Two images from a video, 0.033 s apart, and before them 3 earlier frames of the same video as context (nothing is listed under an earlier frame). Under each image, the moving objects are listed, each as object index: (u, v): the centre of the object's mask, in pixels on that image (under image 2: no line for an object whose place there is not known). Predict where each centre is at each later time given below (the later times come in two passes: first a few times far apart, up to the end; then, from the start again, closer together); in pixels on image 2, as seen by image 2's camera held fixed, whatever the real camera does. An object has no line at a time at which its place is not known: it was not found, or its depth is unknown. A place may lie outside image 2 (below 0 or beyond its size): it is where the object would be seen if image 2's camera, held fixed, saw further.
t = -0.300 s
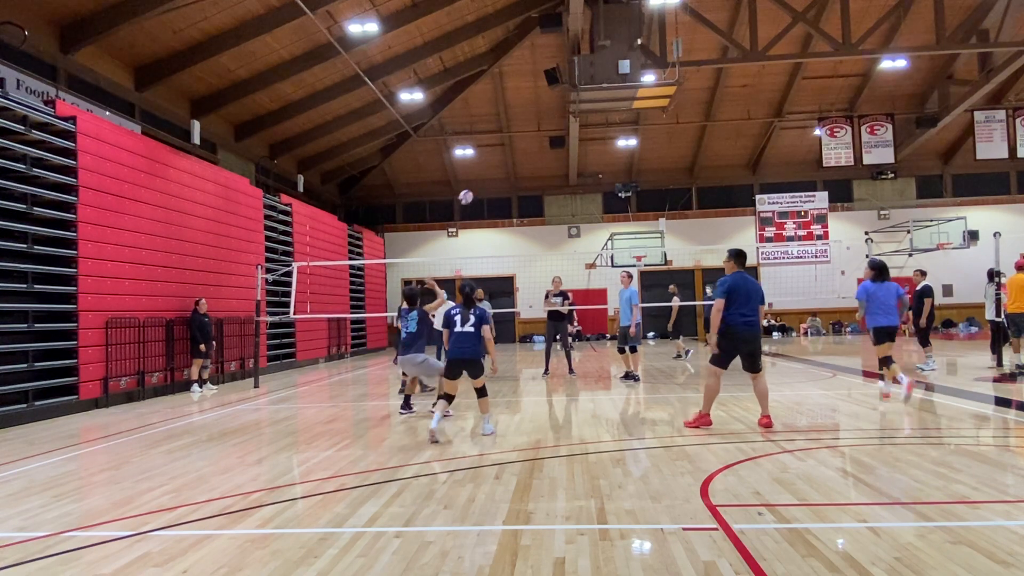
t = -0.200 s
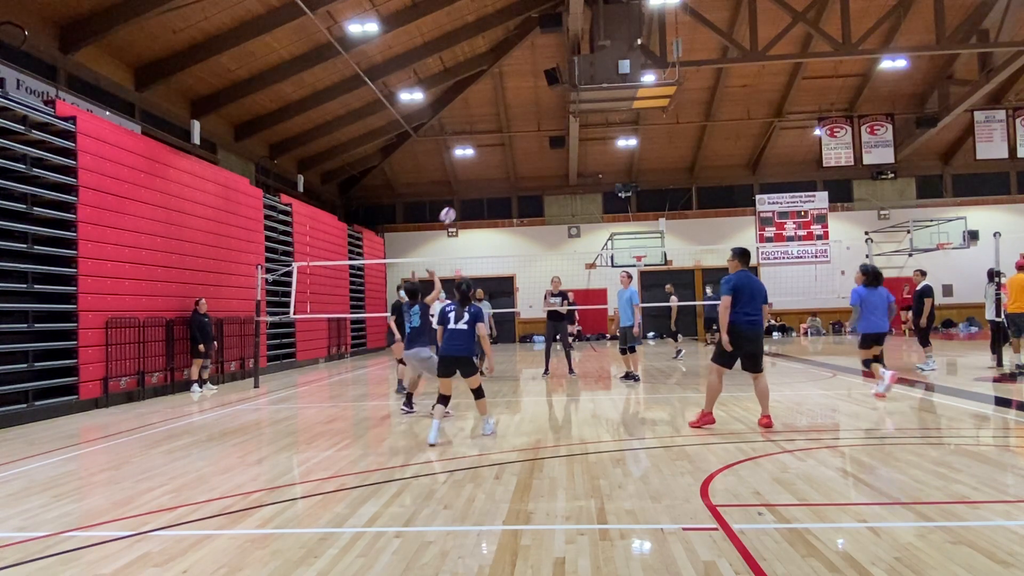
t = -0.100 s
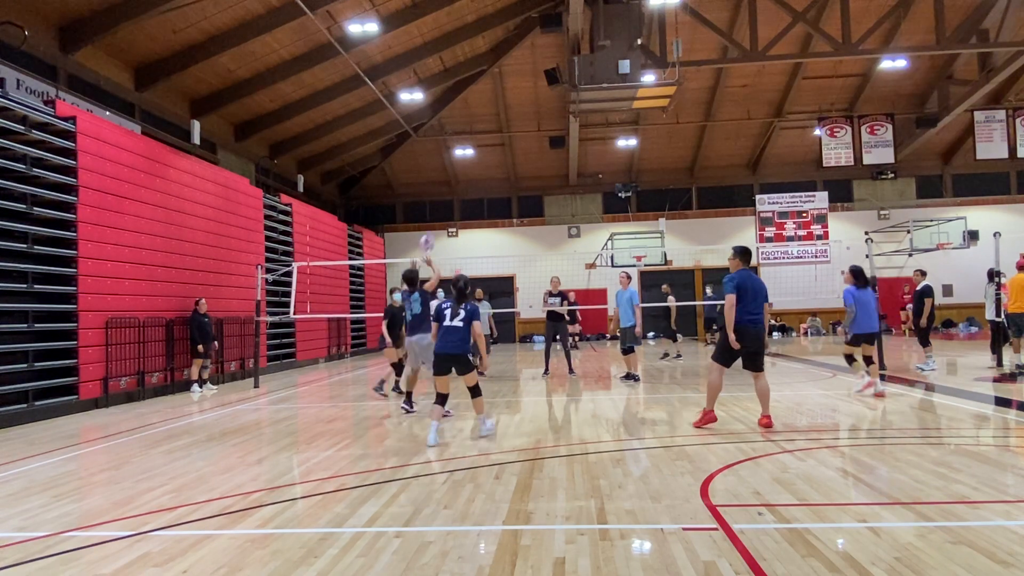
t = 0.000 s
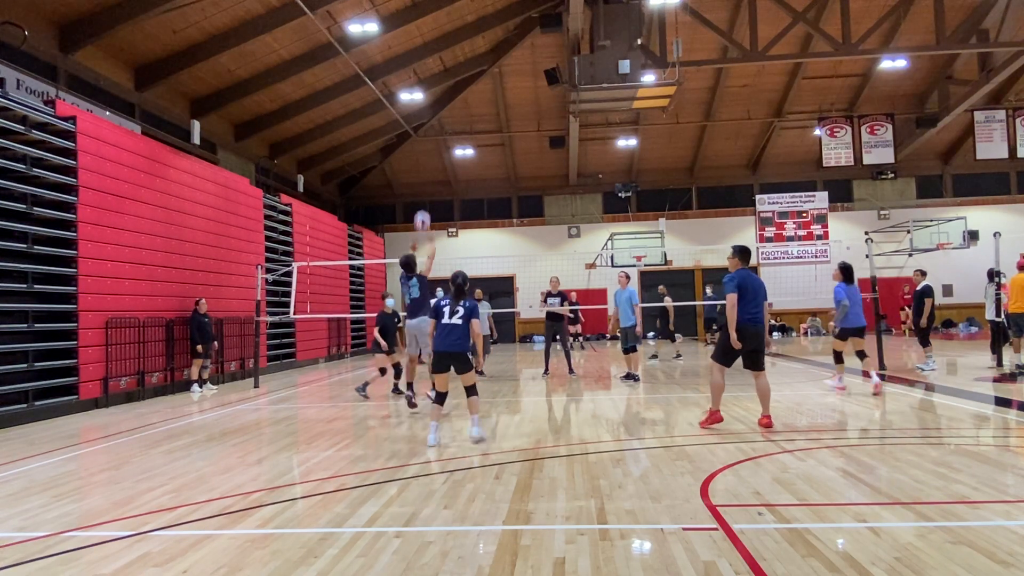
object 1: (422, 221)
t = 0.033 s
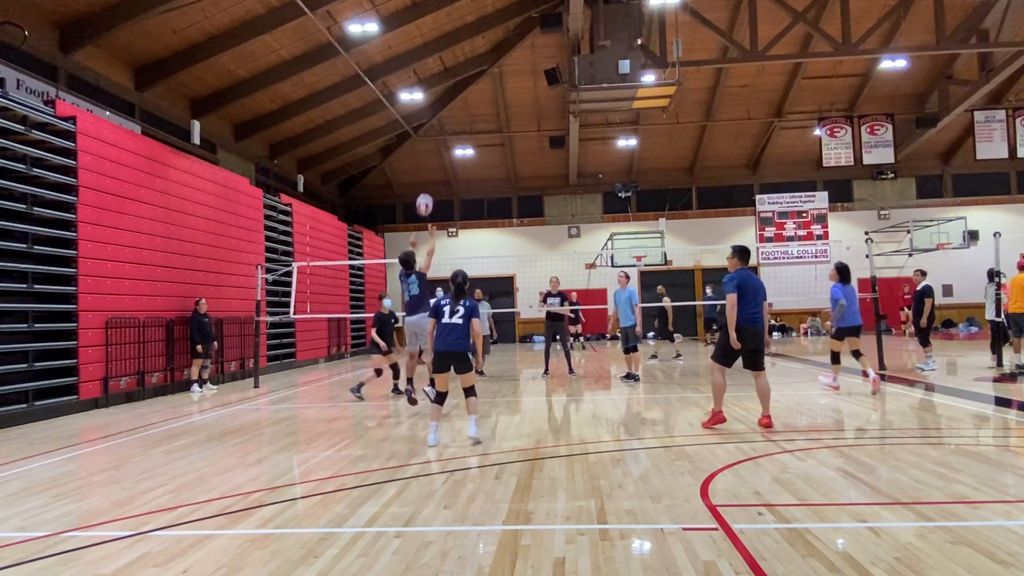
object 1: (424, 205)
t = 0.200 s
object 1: (436, 135)
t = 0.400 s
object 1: (448, 87)
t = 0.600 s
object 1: (460, 69)
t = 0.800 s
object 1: (471, 78)
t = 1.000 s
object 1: (482, 110)
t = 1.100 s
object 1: (488, 135)
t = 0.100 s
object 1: (429, 174)
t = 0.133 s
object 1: (431, 159)
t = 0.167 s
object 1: (434, 147)
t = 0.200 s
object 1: (436, 135)
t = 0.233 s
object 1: (438, 125)
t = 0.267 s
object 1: (440, 116)
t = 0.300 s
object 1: (442, 107)
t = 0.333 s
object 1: (444, 99)
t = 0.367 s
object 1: (446, 93)
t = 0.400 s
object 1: (448, 87)
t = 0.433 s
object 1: (450, 82)
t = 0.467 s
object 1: (452, 78)
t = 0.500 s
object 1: (454, 75)
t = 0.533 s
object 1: (456, 72)
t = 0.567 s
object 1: (458, 70)
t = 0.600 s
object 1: (460, 69)
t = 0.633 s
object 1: (462, 69)
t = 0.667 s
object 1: (463, 69)
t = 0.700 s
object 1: (465, 71)
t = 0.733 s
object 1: (467, 73)
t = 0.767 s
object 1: (469, 75)
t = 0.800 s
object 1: (471, 78)
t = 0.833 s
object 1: (473, 82)
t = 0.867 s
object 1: (475, 86)
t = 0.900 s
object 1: (477, 92)
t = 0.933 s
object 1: (479, 97)
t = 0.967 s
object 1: (481, 104)
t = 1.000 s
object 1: (482, 110)
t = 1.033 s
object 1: (484, 118)
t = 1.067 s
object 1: (486, 126)
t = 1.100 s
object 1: (488, 135)
